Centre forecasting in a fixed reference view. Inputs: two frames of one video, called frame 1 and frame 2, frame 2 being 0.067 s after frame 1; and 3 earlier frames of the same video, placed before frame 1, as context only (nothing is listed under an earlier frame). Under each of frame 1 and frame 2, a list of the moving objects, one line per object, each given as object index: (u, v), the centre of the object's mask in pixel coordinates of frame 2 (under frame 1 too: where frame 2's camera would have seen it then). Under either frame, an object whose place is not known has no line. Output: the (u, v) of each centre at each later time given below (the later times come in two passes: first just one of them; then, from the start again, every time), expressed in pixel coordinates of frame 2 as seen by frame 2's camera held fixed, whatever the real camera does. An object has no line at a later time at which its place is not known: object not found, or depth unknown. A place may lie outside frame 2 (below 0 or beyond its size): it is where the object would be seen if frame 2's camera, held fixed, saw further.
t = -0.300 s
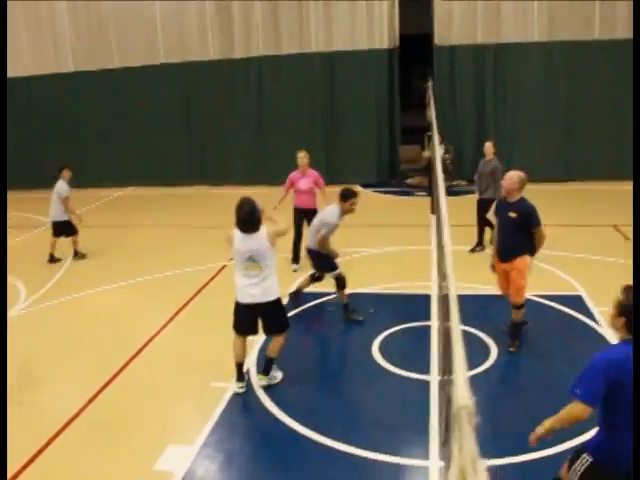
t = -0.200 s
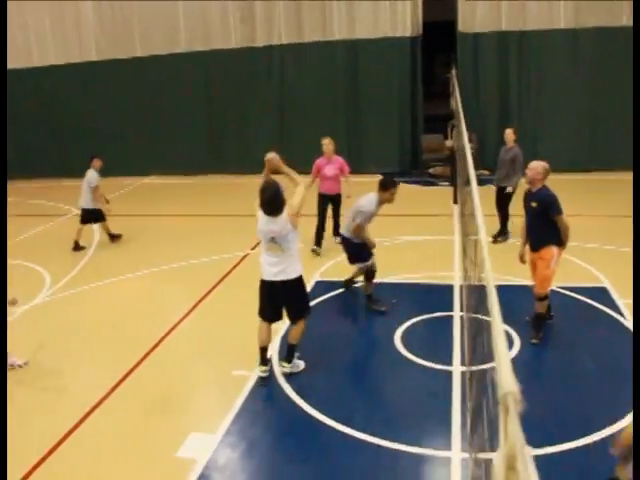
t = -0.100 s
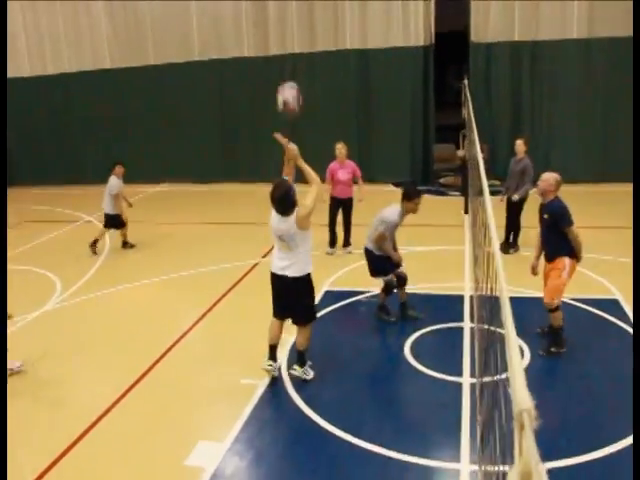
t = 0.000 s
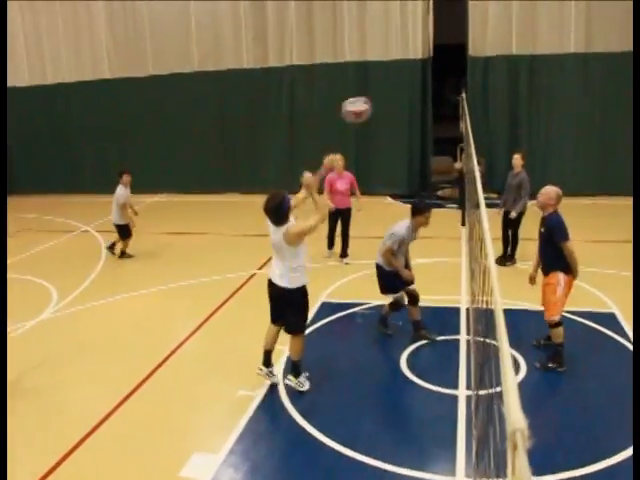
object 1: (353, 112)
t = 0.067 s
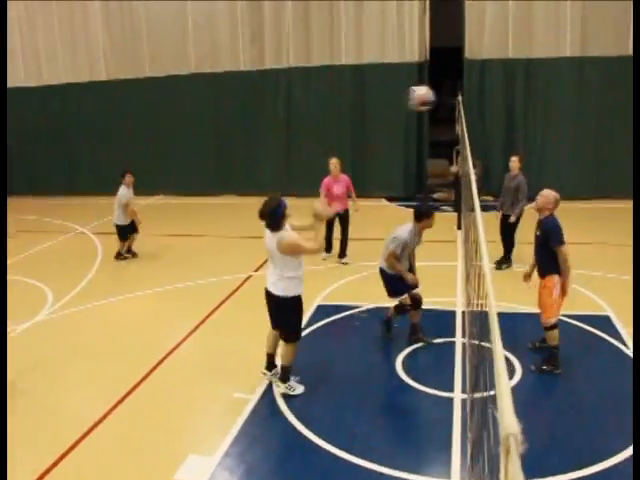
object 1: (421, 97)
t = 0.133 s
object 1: (486, 96)
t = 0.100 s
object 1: (453, 95)
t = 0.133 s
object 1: (486, 96)
